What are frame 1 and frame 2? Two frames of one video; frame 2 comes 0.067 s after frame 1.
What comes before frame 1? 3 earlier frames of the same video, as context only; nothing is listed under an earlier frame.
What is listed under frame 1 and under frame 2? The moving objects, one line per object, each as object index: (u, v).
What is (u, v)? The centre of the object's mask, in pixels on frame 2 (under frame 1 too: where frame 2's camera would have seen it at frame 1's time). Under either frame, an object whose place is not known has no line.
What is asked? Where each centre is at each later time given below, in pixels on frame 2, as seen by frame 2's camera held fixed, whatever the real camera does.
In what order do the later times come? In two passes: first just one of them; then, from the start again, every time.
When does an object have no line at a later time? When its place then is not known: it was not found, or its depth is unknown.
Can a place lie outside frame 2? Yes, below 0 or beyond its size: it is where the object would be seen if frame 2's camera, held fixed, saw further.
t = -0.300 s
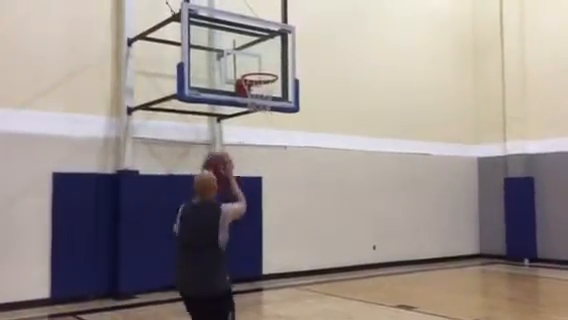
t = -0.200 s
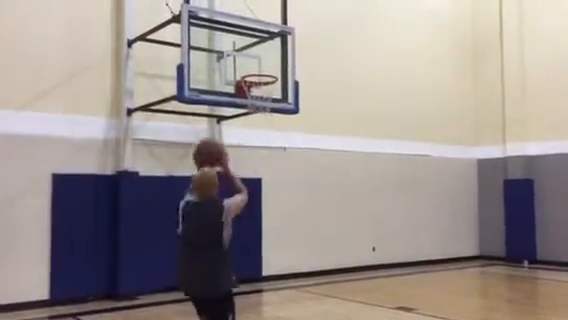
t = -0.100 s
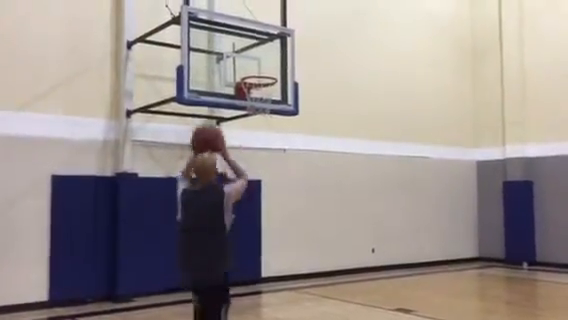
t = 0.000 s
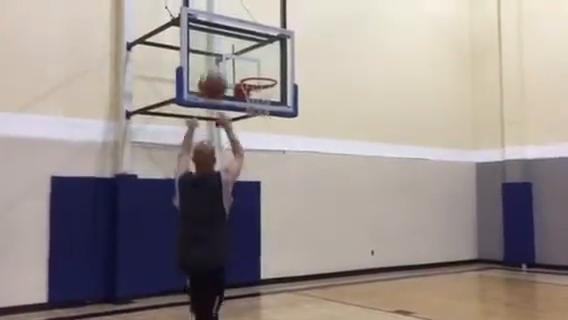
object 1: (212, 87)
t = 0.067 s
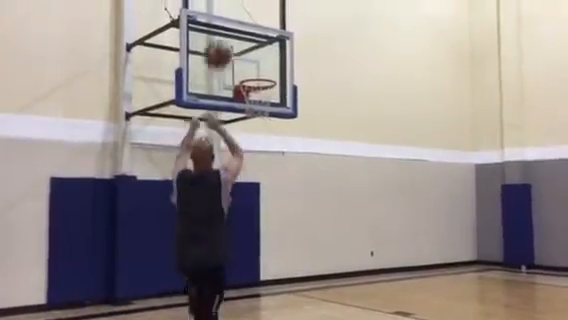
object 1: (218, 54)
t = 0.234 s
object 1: (230, 6)
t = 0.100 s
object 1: (219, 41)
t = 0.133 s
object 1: (221, 29)
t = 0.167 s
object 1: (225, 19)
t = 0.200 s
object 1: (227, 12)
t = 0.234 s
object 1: (230, 6)
